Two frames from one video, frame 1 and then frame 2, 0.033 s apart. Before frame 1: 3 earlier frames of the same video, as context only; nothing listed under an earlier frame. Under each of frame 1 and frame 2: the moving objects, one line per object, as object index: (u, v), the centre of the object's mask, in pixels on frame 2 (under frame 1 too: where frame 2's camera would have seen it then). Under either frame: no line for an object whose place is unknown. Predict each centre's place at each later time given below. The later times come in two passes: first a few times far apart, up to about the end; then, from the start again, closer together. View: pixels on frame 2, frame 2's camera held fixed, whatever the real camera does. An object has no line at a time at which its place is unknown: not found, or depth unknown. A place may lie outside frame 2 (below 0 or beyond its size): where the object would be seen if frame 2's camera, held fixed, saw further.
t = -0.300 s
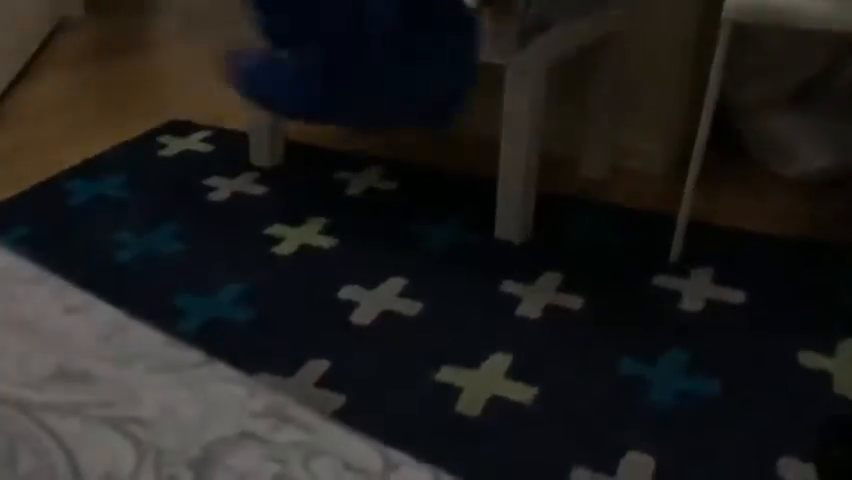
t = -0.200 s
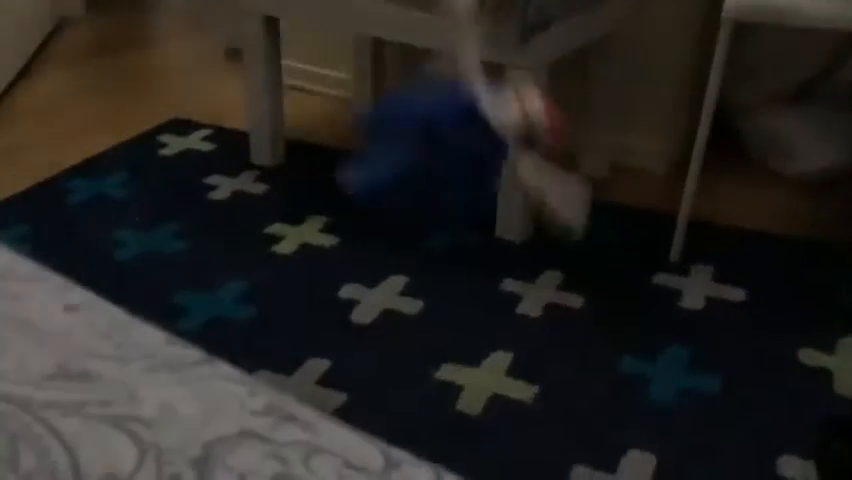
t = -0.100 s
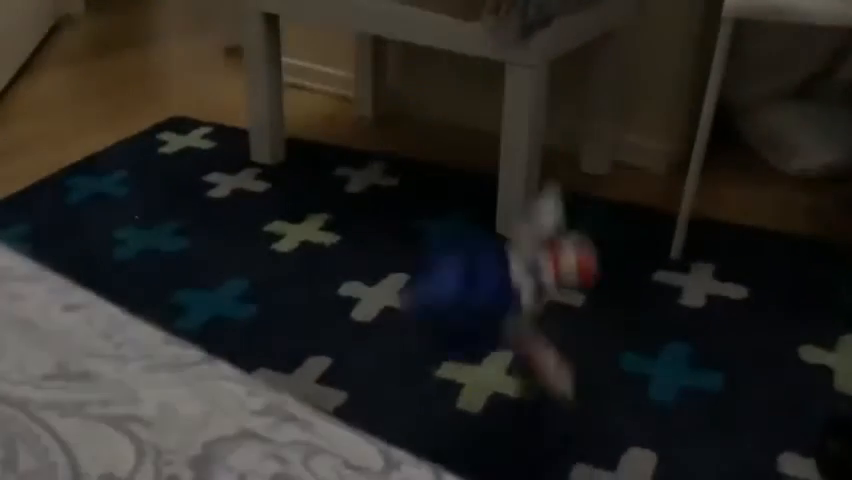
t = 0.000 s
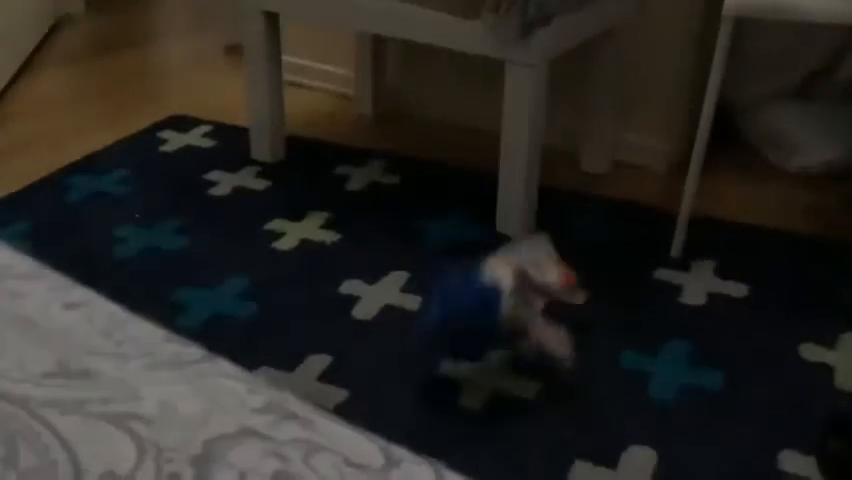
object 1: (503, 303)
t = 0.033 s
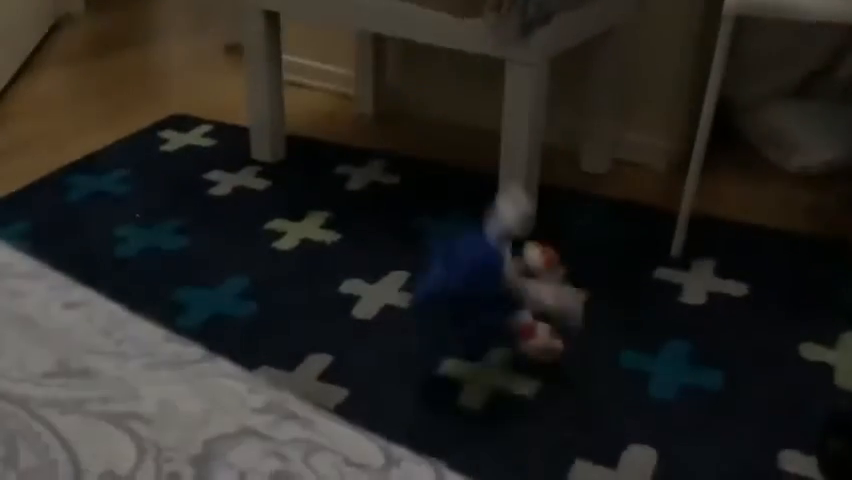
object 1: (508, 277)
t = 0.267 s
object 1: (463, 250)
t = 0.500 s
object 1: (419, 275)
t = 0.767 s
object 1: (384, 278)
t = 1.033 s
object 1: (378, 278)
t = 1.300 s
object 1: (379, 278)
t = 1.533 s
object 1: (378, 278)
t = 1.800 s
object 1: (378, 278)
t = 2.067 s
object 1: (378, 278)
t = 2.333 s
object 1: (379, 278)
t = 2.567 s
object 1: (378, 278)
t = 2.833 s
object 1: (378, 279)
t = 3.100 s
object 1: (378, 279)
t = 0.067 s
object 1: (492, 261)
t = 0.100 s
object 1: (487, 254)
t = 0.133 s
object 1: (482, 250)
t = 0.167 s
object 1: (477, 246)
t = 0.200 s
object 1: (475, 248)
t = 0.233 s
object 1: (472, 250)
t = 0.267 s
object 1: (463, 250)
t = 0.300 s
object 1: (455, 255)
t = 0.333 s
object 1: (447, 262)
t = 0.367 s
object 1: (439, 269)
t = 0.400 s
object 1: (440, 274)
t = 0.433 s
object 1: (434, 272)
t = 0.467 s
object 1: (424, 275)
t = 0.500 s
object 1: (419, 275)
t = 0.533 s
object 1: (415, 279)
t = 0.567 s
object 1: (405, 278)
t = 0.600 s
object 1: (399, 277)
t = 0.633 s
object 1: (392, 280)
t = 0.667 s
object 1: (387, 280)
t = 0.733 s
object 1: (383, 278)
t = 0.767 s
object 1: (384, 278)
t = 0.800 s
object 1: (383, 277)
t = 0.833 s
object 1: (380, 275)
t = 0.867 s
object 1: (378, 276)
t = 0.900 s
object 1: (378, 276)
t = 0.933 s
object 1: (378, 277)
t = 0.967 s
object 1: (378, 278)
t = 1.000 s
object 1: (378, 278)
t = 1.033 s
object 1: (378, 278)
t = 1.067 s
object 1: (378, 278)
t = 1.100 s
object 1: (379, 278)
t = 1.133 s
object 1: (379, 278)
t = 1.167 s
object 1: (379, 278)
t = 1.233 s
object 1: (379, 278)
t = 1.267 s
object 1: (379, 278)
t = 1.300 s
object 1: (379, 278)
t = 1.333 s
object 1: (379, 278)
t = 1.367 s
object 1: (379, 278)
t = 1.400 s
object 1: (378, 278)
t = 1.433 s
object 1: (378, 278)
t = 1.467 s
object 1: (378, 278)
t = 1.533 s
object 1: (378, 278)
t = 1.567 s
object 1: (379, 278)
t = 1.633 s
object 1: (379, 278)
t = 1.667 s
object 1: (379, 278)
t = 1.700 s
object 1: (379, 278)
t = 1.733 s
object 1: (378, 278)
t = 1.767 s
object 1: (378, 278)
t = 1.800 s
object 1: (378, 278)
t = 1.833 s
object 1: (378, 278)
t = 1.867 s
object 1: (378, 278)
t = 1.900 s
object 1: (378, 278)
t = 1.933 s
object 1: (378, 278)
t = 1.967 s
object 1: (378, 278)
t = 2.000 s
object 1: (378, 278)
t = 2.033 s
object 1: (378, 278)
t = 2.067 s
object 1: (378, 278)
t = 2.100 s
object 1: (378, 278)
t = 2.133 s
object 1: (378, 278)
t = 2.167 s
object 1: (378, 278)
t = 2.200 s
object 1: (378, 278)
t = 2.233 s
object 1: (379, 278)
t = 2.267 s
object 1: (379, 278)
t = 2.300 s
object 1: (379, 278)
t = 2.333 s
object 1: (379, 278)
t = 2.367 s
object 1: (378, 279)
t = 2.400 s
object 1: (379, 279)
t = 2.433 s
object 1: (379, 278)
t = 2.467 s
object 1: (379, 278)
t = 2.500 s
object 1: (379, 278)
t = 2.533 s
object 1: (379, 278)
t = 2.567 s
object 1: (378, 278)
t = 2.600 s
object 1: (379, 278)
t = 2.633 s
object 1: (379, 278)
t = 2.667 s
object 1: (379, 278)
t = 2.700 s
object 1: (379, 278)
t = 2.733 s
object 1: (379, 278)
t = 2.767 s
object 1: (379, 278)
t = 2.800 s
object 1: (378, 279)
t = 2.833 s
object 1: (378, 279)
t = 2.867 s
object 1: (378, 279)
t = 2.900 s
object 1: (379, 278)
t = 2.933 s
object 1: (378, 279)
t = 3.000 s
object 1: (378, 279)
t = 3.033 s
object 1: (378, 279)
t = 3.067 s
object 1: (378, 279)
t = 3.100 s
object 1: (378, 279)
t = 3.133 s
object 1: (378, 279)
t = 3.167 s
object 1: (378, 279)
